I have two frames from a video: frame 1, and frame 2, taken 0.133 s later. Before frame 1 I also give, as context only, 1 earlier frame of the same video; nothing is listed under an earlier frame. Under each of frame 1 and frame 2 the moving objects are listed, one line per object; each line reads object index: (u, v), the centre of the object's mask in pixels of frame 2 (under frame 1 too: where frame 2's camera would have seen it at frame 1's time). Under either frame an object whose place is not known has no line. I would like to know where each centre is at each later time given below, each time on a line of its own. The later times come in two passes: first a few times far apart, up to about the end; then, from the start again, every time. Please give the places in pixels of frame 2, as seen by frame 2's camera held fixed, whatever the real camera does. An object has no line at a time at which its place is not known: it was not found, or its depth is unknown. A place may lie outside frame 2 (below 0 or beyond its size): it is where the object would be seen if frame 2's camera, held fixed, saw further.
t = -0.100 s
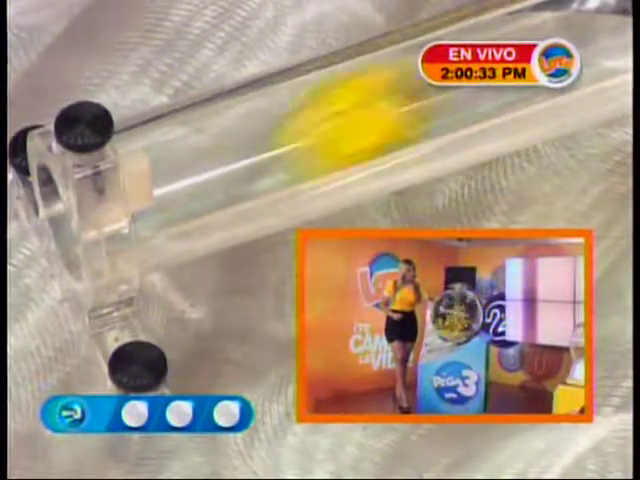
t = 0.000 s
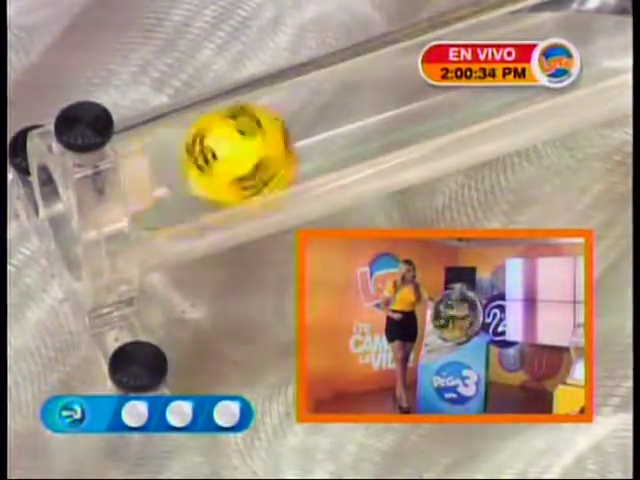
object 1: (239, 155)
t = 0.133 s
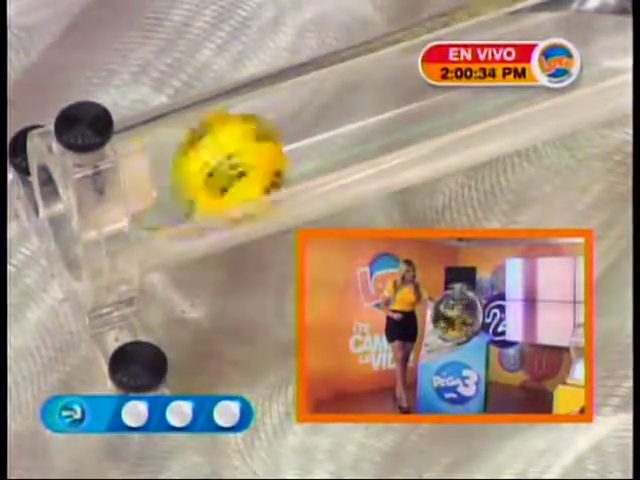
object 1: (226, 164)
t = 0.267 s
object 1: (188, 178)
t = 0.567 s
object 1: (188, 182)
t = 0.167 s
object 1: (199, 172)
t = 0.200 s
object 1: (185, 176)
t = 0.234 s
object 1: (187, 178)
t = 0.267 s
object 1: (188, 178)
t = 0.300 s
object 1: (185, 177)
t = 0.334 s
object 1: (185, 181)
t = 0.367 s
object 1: (187, 182)
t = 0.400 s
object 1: (188, 183)
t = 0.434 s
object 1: (187, 178)
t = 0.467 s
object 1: (187, 182)
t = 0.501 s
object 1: (187, 178)
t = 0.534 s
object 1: (187, 182)
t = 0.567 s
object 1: (188, 182)
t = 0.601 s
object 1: (188, 182)
